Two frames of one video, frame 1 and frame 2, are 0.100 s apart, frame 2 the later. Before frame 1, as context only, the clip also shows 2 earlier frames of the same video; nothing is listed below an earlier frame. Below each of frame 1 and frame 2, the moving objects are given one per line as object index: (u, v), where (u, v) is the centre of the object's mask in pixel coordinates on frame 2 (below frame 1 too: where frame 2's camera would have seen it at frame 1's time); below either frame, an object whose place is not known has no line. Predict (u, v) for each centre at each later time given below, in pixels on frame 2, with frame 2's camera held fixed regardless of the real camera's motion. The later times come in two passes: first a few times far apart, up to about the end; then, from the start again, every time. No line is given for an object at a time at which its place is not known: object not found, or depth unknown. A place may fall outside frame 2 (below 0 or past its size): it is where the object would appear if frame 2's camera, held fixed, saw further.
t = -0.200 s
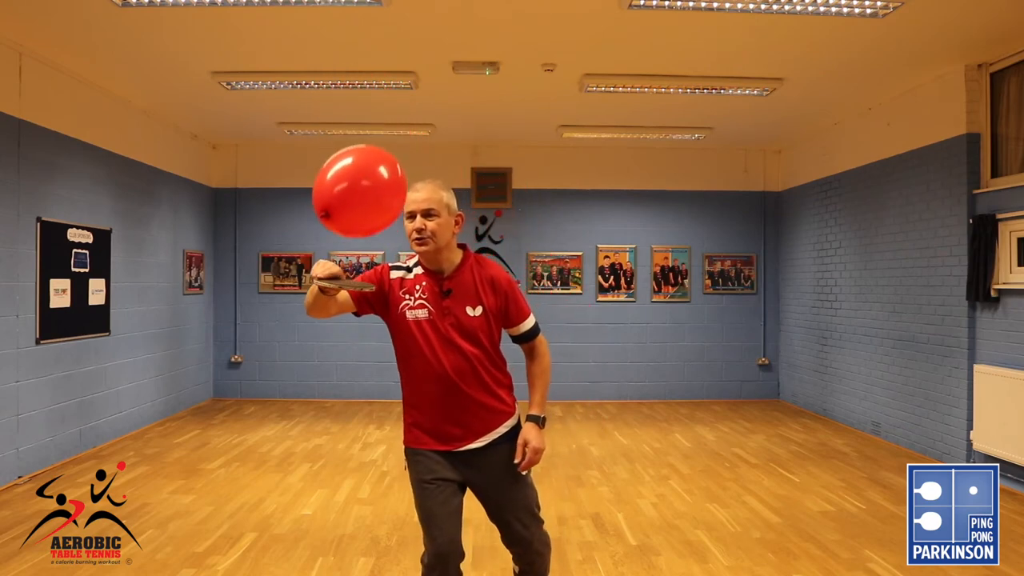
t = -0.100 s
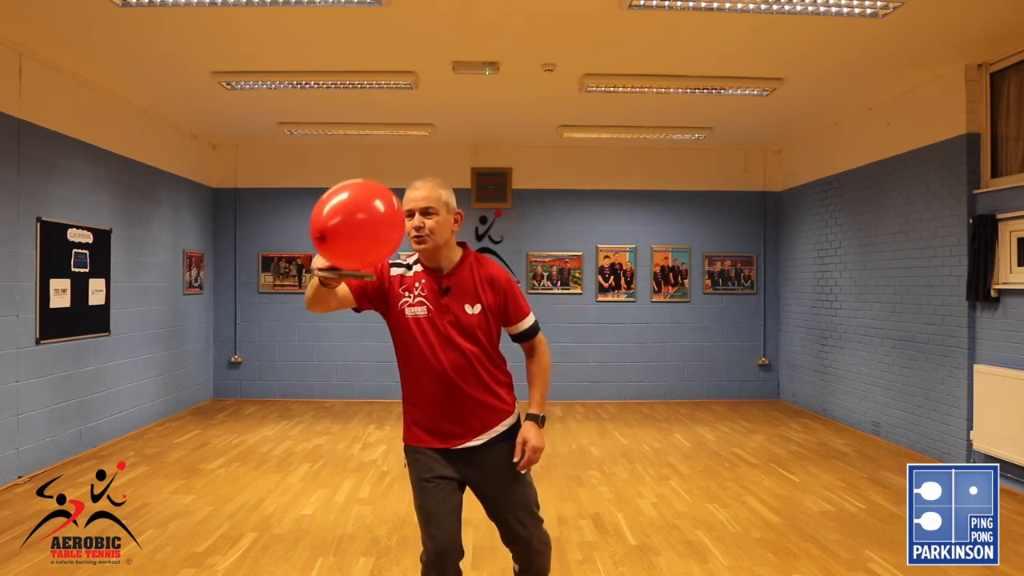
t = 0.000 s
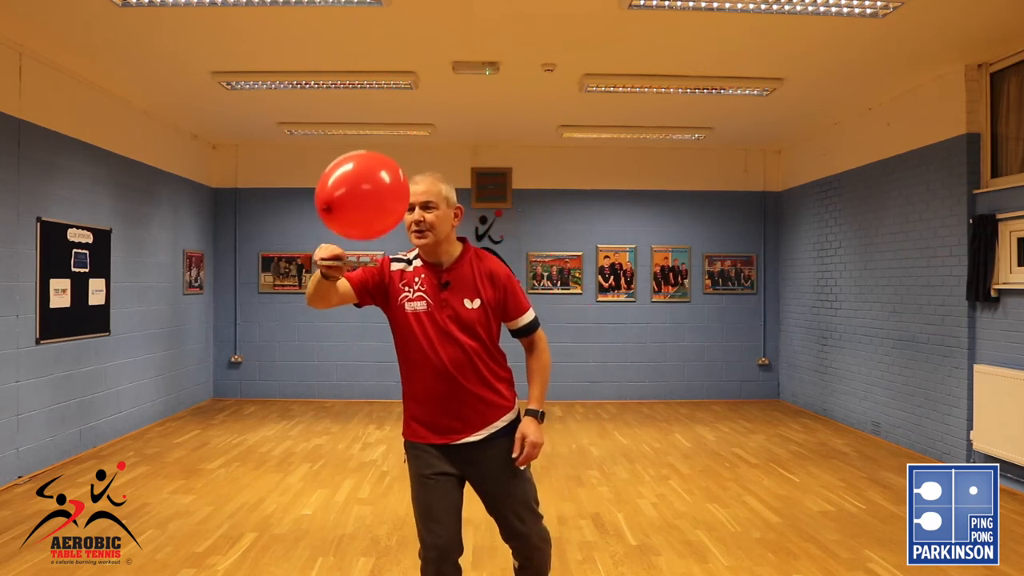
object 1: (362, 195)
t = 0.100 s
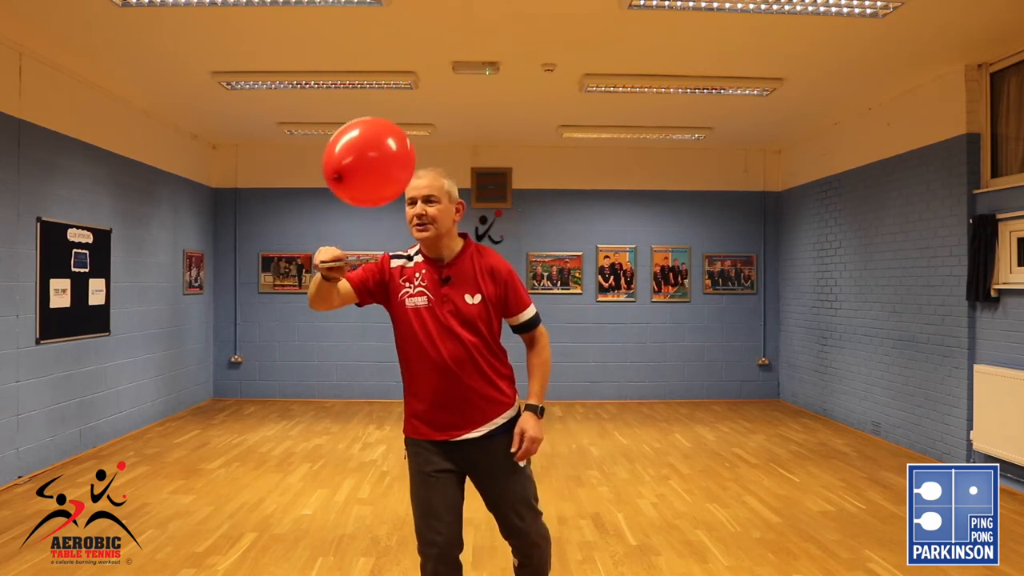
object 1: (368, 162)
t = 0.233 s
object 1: (376, 130)
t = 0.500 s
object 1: (386, 105)
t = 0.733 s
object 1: (396, 125)
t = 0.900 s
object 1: (403, 162)
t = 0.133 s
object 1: (370, 153)
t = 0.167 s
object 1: (373, 144)
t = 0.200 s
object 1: (374, 136)
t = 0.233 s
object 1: (376, 130)
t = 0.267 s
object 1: (377, 123)
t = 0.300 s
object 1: (379, 118)
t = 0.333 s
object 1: (380, 114)
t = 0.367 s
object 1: (381, 110)
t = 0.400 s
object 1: (383, 108)
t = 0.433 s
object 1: (384, 106)
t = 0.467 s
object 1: (385, 105)
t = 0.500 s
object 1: (386, 105)
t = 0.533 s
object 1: (387, 105)
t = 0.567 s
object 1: (389, 107)
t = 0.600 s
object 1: (390, 109)
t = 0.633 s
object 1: (392, 112)
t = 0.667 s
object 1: (393, 115)
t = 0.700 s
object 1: (394, 120)
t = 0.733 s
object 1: (396, 125)
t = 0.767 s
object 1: (397, 131)
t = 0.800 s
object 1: (398, 137)
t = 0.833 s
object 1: (399, 145)
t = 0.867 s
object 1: (401, 153)
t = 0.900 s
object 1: (403, 162)
